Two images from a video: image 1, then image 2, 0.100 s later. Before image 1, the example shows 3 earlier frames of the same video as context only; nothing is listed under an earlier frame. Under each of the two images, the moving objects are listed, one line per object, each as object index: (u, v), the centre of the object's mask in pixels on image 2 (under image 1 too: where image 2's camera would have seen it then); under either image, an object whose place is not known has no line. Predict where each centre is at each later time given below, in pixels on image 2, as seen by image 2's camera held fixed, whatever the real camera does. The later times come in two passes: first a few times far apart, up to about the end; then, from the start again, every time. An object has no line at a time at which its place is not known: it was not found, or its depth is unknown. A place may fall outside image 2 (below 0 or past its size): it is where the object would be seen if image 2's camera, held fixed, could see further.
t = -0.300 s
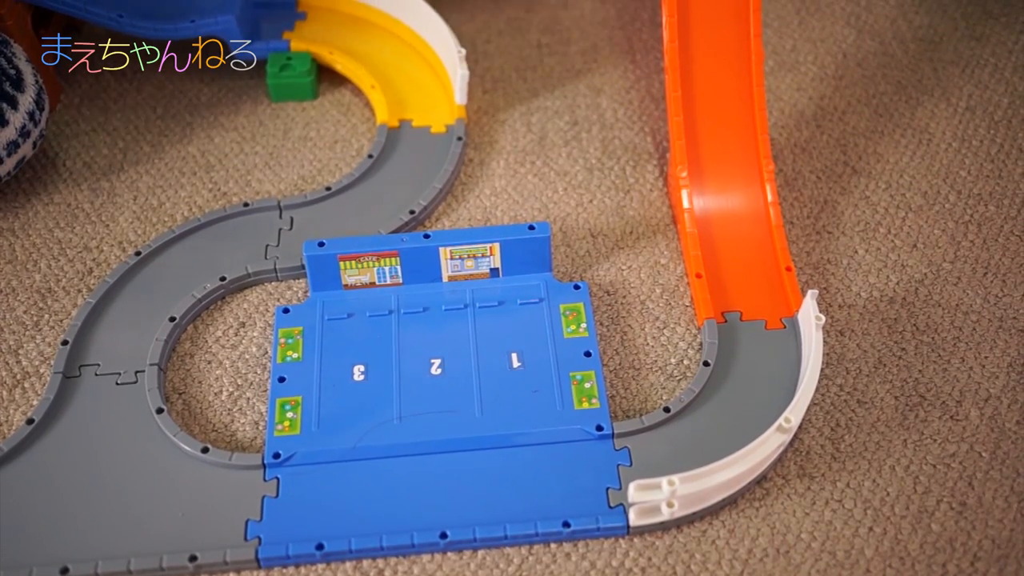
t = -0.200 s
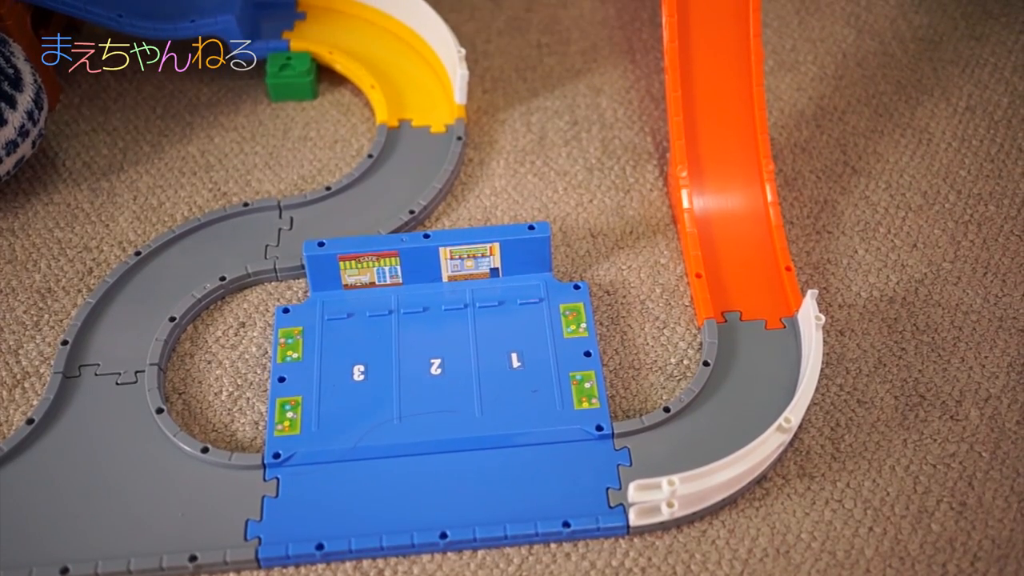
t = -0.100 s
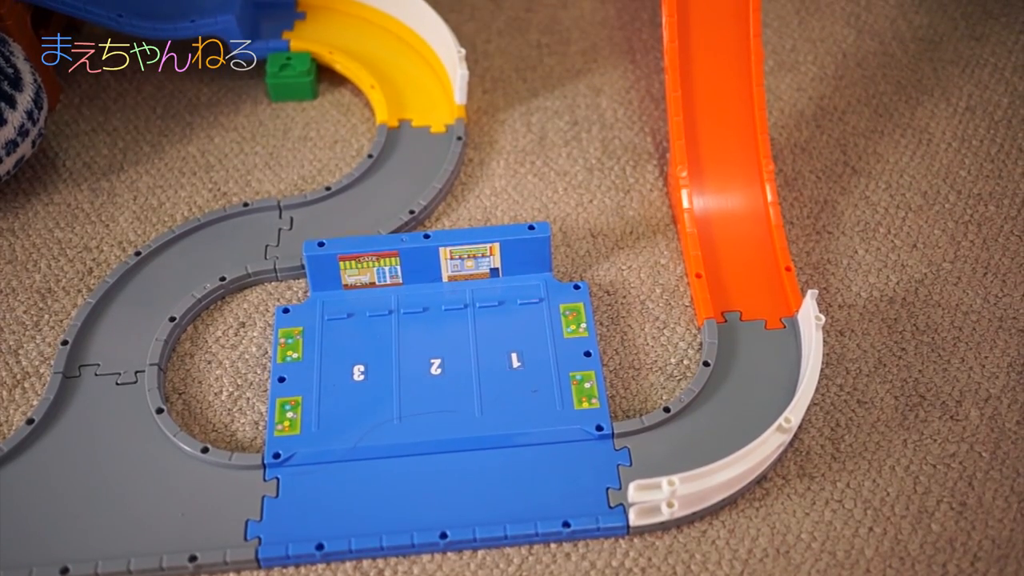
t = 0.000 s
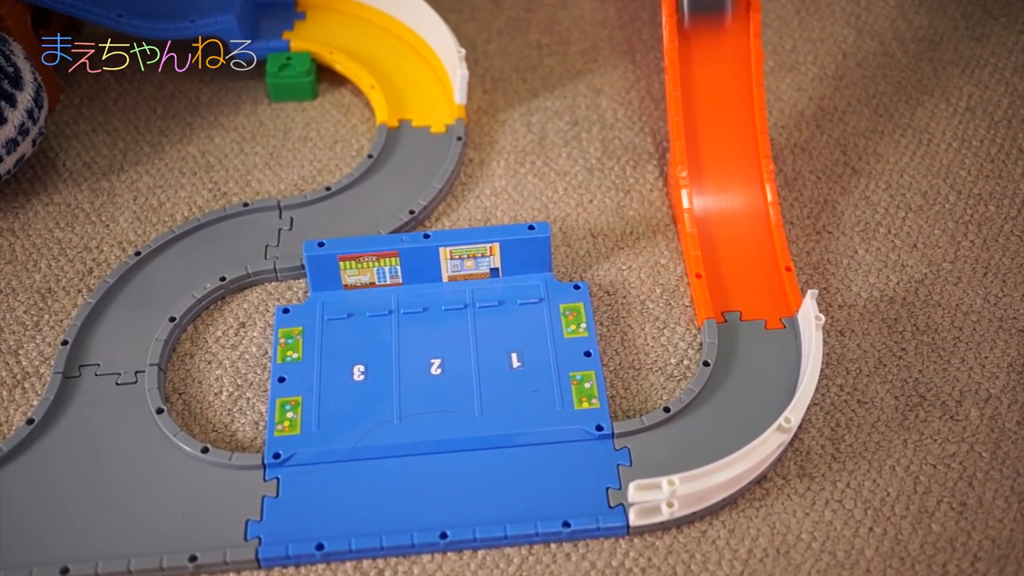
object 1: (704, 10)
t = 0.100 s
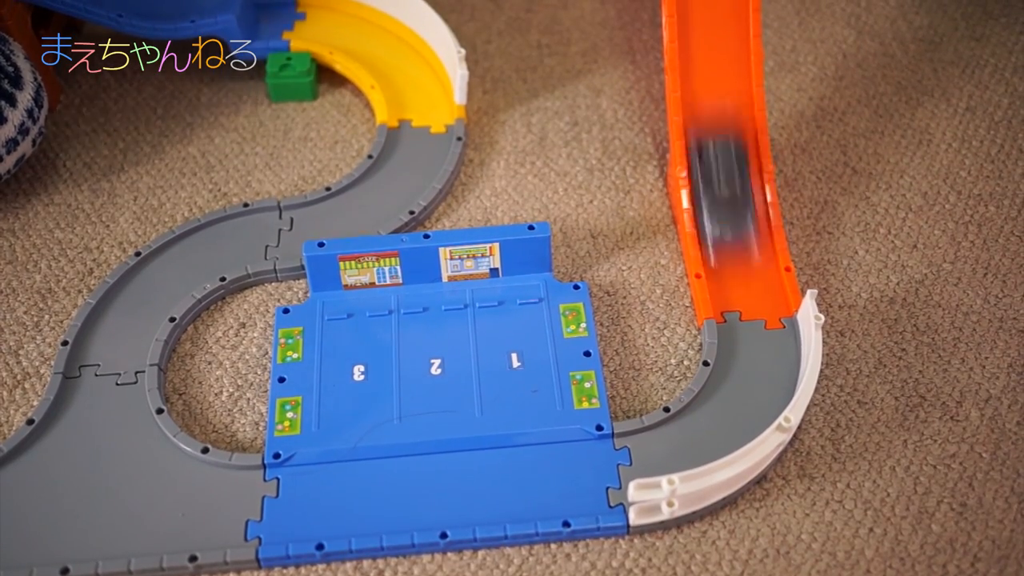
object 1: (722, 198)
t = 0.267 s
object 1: (630, 464)
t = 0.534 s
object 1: (218, 503)
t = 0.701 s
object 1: (37, 510)
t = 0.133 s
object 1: (741, 289)
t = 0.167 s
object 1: (758, 367)
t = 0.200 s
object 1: (737, 412)
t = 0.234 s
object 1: (696, 439)
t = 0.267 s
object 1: (630, 464)
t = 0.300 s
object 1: (578, 478)
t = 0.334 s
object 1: (533, 485)
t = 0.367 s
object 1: (479, 489)
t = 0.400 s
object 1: (426, 493)
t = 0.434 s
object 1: (375, 496)
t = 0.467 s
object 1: (323, 499)
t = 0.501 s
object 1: (268, 501)
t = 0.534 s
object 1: (218, 503)
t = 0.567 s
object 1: (173, 505)
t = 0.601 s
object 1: (124, 508)
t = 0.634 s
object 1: (82, 509)
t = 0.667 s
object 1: (59, 509)
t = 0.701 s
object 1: (37, 510)
